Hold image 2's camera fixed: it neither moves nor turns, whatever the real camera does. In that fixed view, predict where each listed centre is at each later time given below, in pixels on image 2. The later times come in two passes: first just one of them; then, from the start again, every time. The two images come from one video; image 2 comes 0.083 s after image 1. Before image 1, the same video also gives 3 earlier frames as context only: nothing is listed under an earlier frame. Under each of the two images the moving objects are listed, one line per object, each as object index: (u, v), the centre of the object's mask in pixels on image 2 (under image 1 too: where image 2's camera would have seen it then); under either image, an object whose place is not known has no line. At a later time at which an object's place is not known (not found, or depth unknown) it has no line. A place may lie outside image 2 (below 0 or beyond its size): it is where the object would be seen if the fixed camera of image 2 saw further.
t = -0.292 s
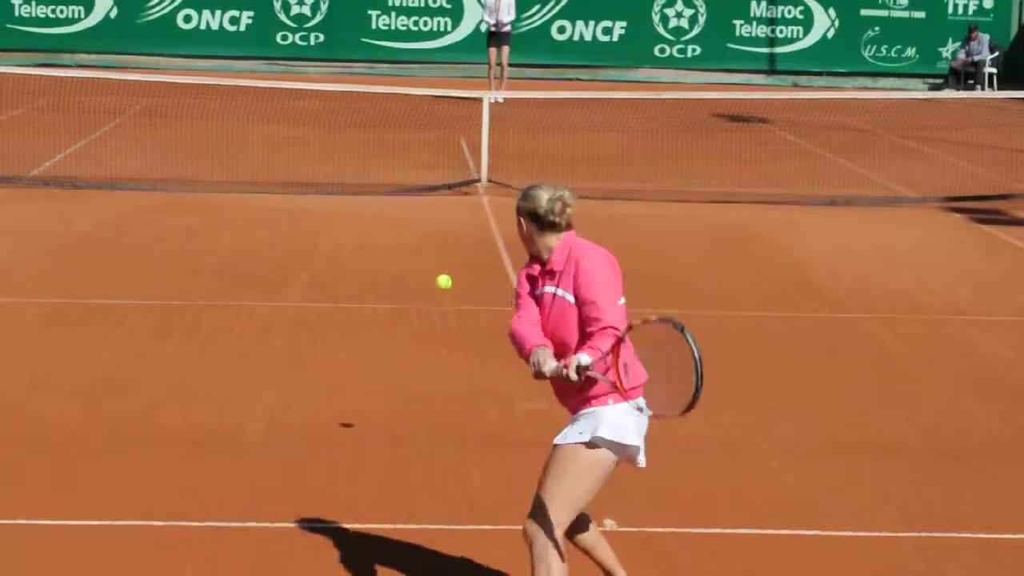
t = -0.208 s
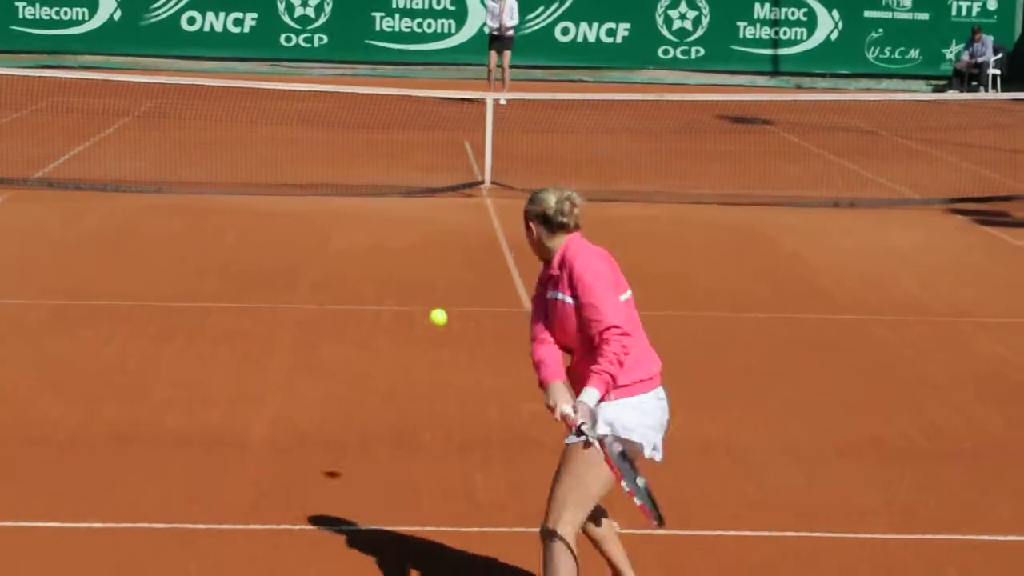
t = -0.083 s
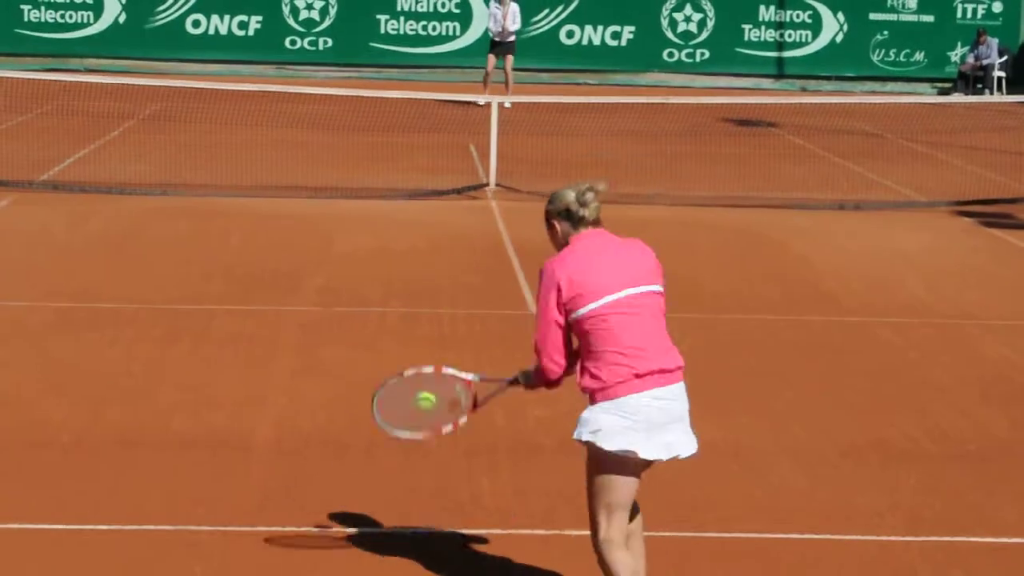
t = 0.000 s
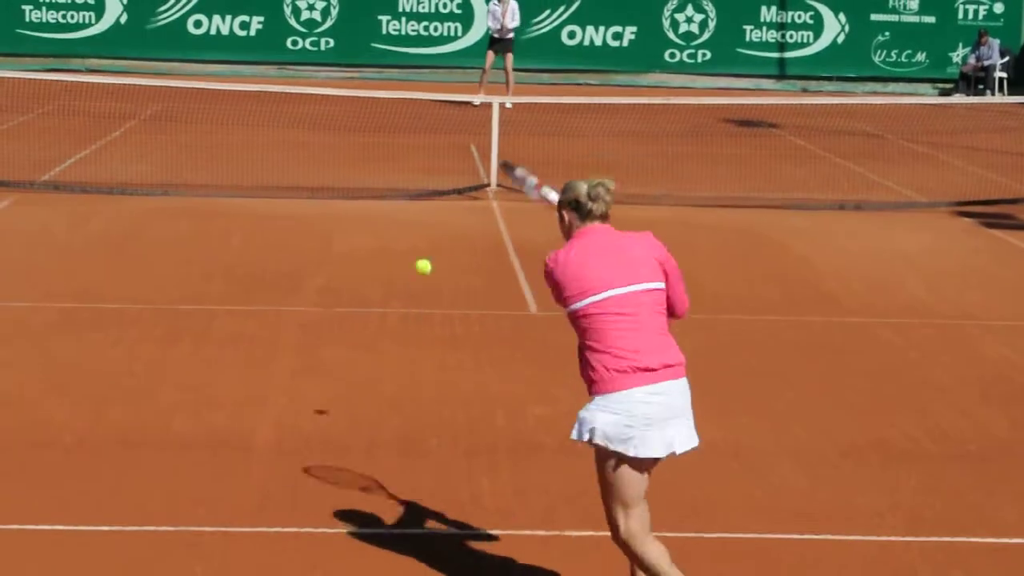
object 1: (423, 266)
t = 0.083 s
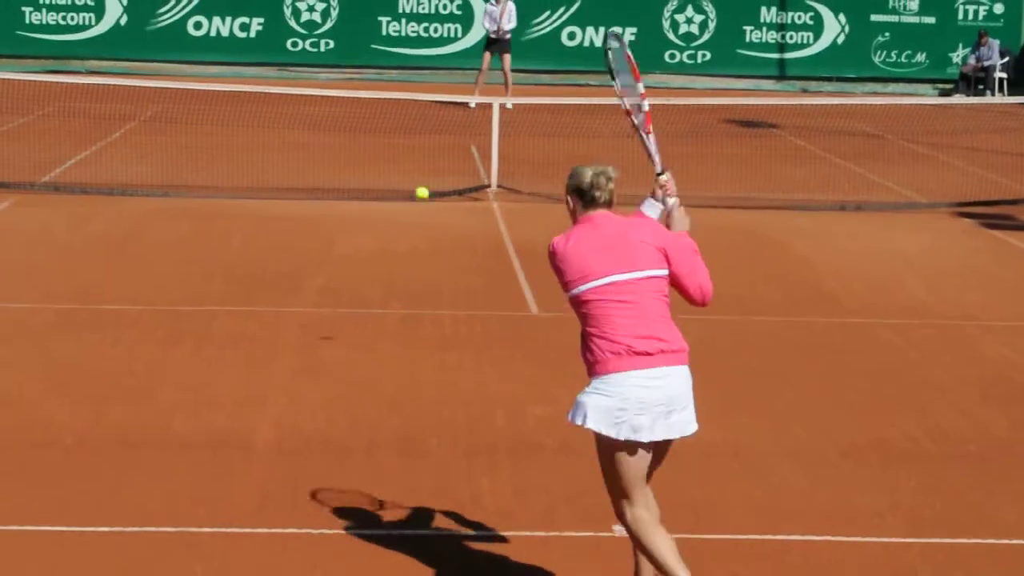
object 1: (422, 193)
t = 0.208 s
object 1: (421, 142)
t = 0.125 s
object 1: (421, 169)
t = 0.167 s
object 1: (421, 153)
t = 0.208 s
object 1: (421, 142)
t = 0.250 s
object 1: (422, 136)
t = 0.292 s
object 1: (423, 132)
